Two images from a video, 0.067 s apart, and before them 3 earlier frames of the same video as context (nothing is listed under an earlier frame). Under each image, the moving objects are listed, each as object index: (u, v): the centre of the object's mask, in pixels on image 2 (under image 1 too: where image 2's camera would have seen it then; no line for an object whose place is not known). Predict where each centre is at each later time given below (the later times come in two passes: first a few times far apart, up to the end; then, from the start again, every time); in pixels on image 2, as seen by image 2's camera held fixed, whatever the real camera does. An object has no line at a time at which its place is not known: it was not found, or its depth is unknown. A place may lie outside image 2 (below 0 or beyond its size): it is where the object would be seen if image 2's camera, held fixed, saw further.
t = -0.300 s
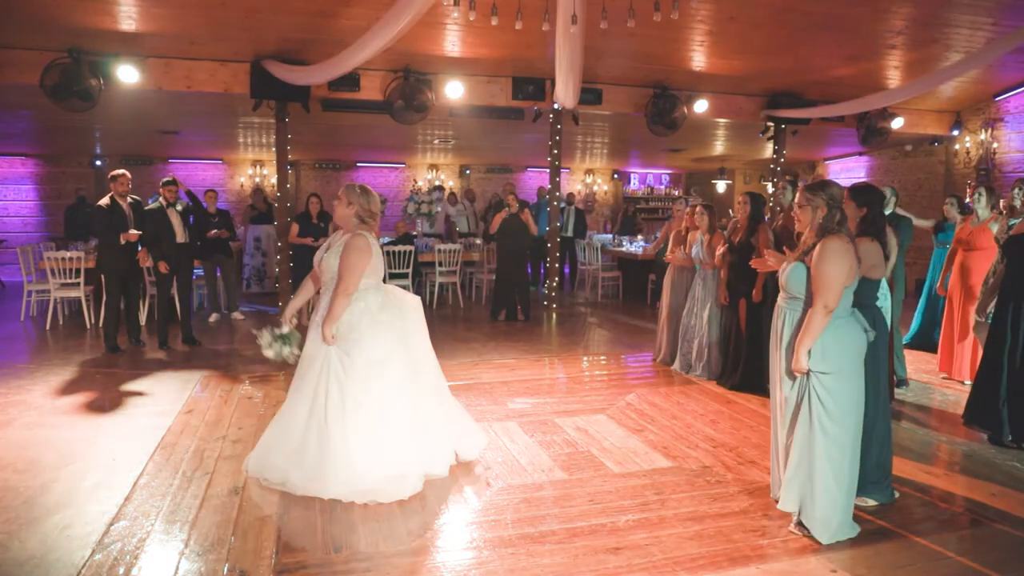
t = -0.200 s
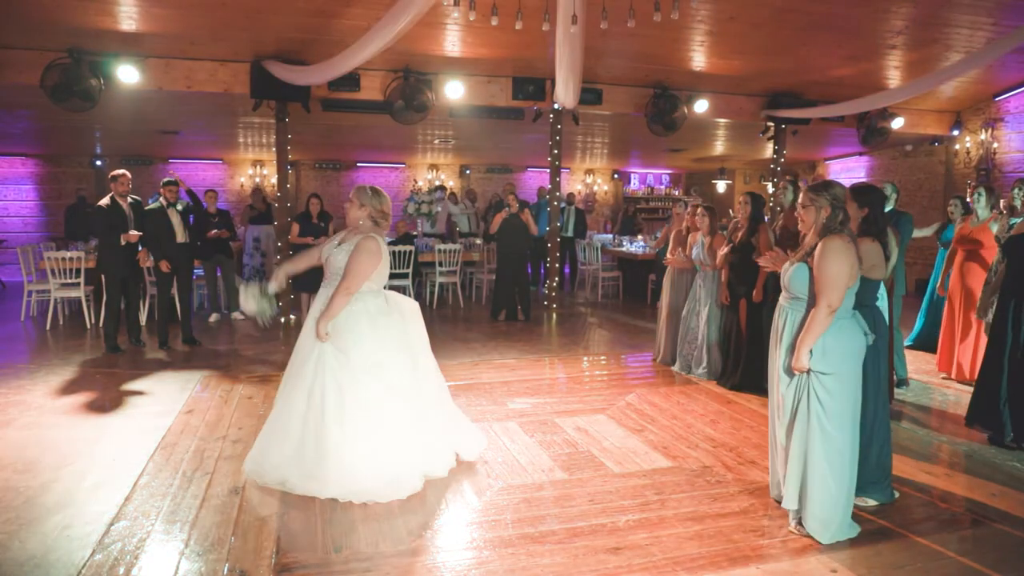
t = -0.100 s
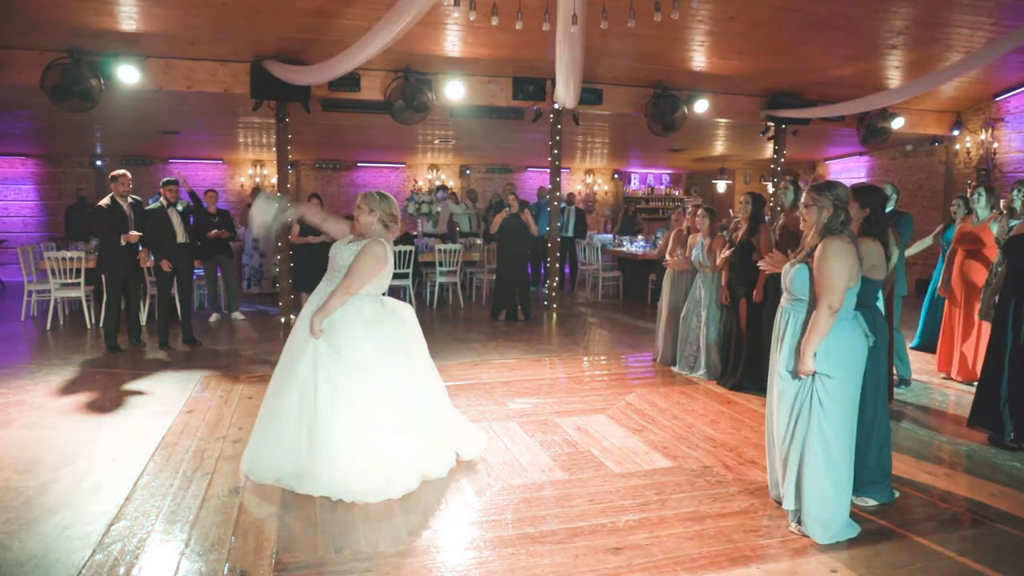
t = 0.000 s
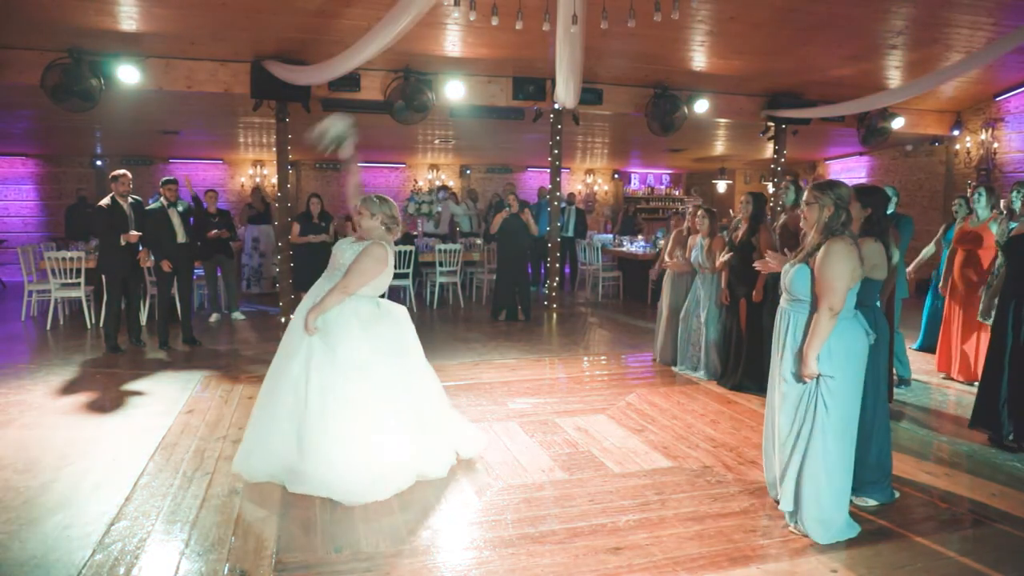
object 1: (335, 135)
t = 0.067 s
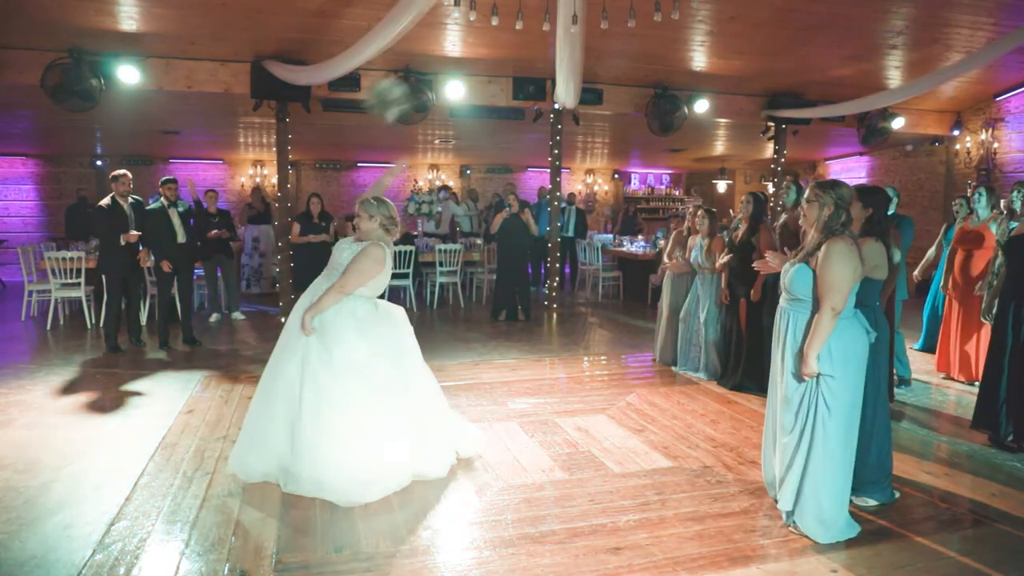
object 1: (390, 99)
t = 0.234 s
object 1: (509, 52)
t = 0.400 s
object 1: (616, 56)
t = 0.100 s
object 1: (412, 84)
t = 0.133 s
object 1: (434, 71)
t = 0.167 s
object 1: (463, 62)
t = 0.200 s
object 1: (488, 55)
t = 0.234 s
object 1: (509, 52)
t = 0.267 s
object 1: (533, 48)
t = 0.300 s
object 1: (548, 47)
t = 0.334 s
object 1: (577, 49)
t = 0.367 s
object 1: (599, 52)
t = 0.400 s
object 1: (616, 56)
